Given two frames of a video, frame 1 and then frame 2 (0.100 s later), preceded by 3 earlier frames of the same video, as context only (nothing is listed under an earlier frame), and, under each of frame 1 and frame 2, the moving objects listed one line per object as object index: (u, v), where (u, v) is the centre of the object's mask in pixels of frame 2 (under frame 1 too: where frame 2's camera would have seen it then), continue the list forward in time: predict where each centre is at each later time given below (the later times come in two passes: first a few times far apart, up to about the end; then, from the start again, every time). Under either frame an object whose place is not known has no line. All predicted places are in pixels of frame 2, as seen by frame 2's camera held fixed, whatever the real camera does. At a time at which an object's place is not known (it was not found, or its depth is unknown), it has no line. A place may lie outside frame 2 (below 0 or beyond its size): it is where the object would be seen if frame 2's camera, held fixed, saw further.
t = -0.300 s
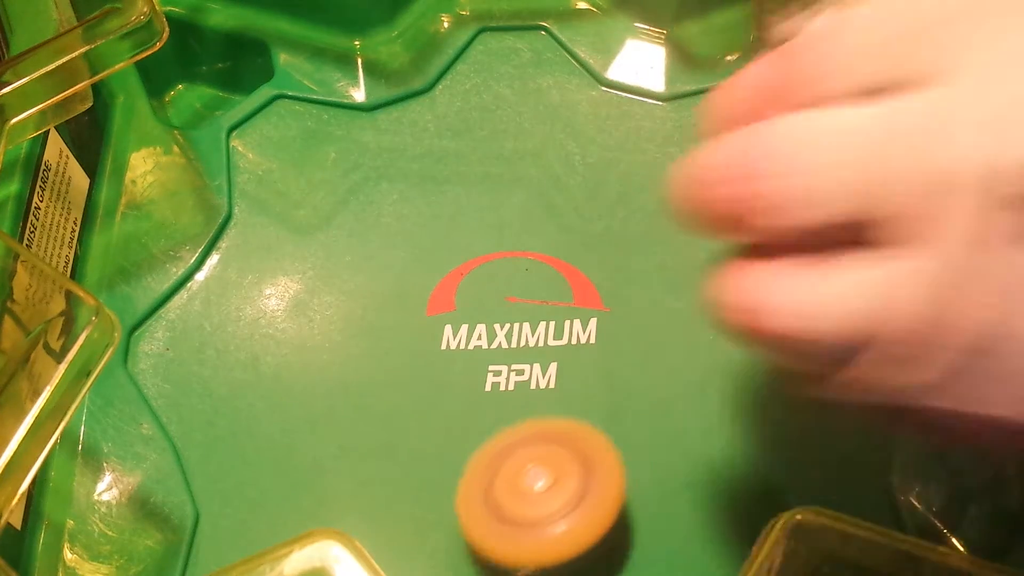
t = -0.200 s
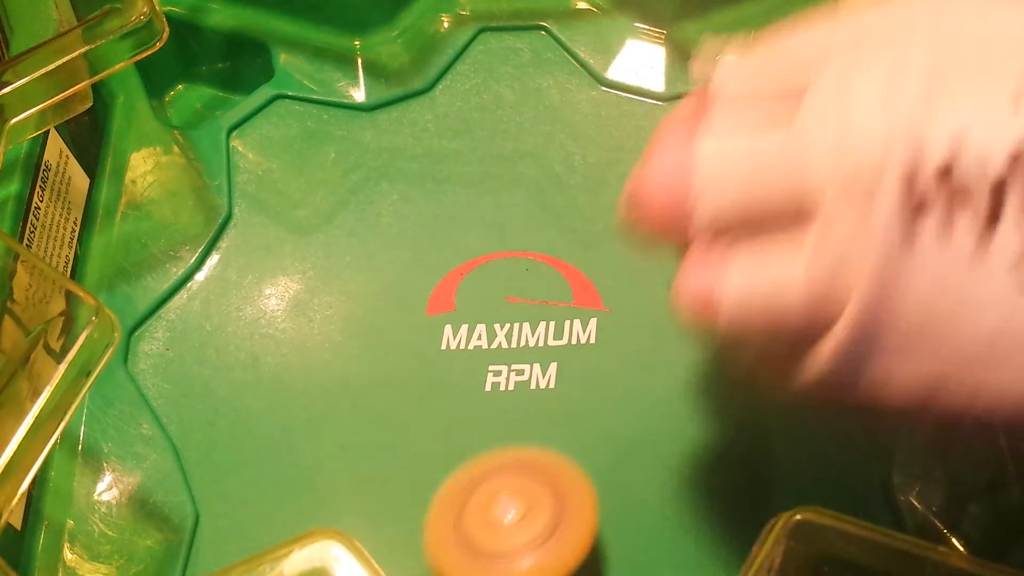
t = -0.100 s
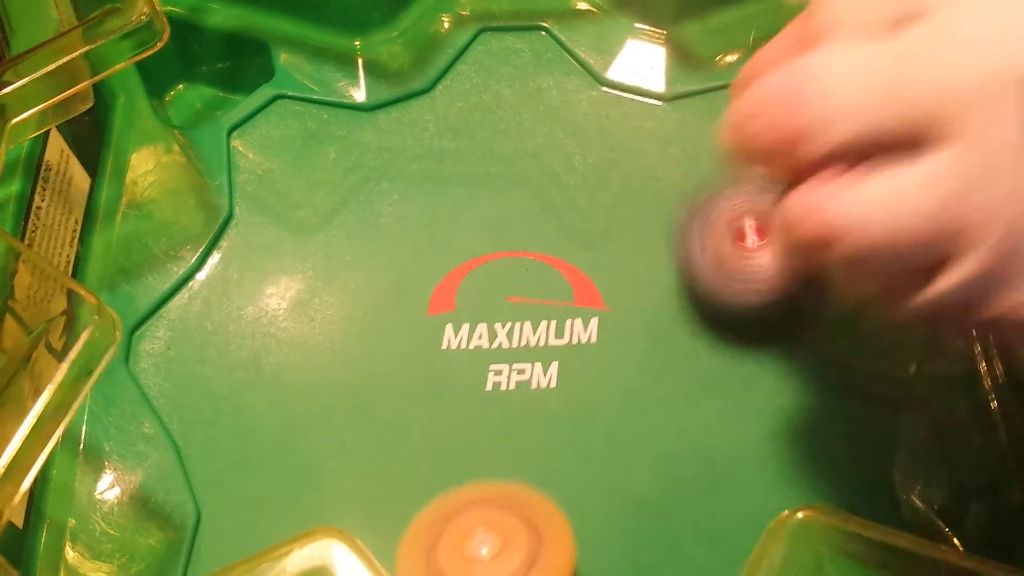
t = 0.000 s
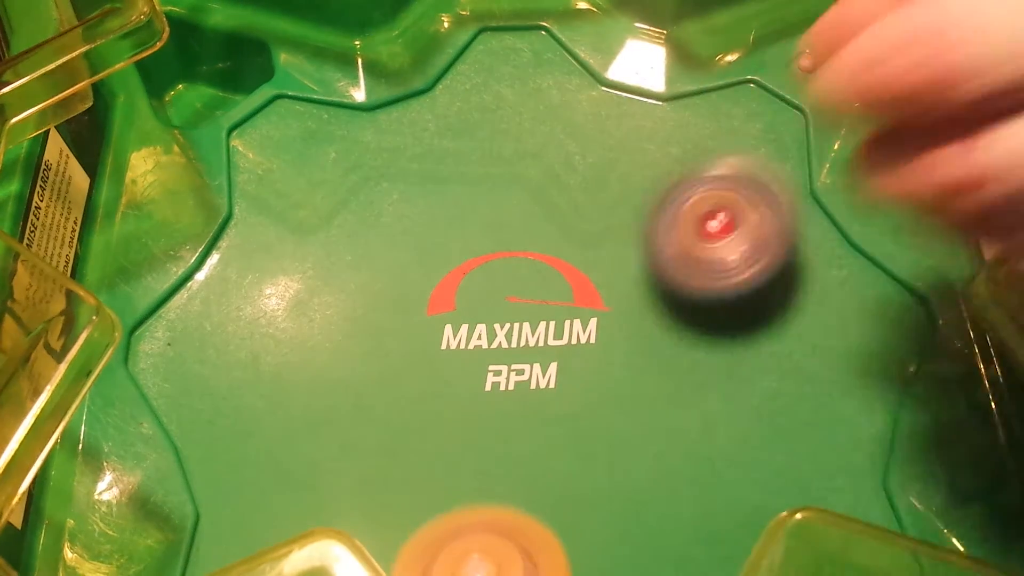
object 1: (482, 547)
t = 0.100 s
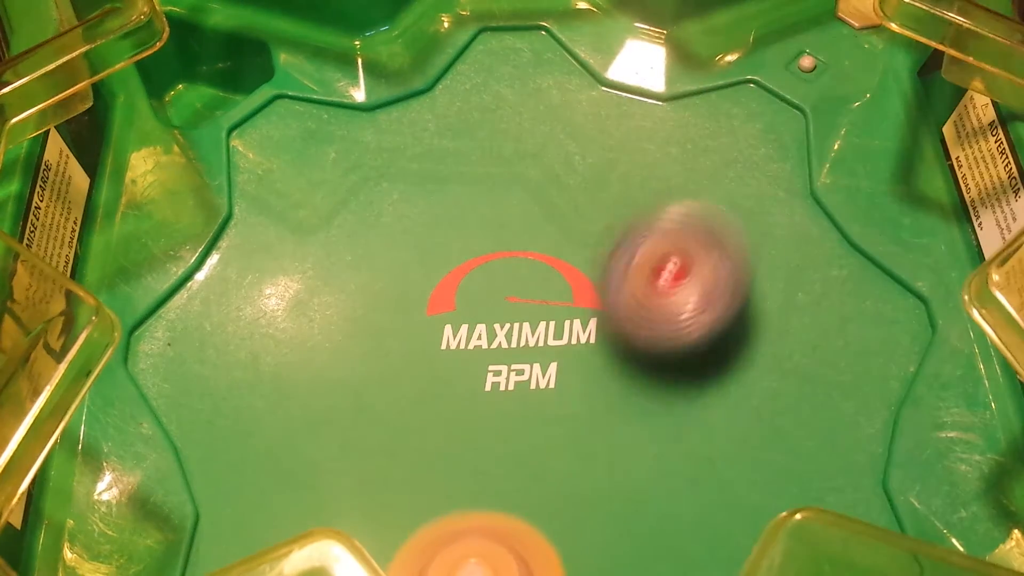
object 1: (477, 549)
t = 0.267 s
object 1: (461, 543)
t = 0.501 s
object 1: (405, 516)
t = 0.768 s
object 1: (337, 447)
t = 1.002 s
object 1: (288, 370)
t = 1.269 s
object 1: (293, 314)
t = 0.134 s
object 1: (474, 549)
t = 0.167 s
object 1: (472, 548)
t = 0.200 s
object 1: (469, 546)
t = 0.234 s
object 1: (466, 544)
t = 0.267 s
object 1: (461, 543)
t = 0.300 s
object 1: (455, 539)
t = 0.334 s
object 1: (448, 536)
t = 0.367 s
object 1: (441, 534)
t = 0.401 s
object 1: (433, 530)
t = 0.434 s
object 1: (425, 526)
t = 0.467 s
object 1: (415, 521)
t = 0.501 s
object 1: (405, 516)
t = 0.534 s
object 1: (397, 512)
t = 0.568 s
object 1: (389, 505)
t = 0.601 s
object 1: (380, 497)
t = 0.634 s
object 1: (370, 487)
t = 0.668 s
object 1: (360, 478)
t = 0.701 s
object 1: (352, 467)
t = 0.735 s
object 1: (344, 457)
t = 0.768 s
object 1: (337, 447)
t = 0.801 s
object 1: (329, 435)
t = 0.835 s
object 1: (321, 424)
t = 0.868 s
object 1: (313, 413)
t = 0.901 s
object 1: (305, 400)
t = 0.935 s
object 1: (299, 389)
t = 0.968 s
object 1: (293, 379)
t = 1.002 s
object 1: (288, 370)
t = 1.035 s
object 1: (284, 361)
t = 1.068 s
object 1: (282, 353)
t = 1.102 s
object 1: (280, 345)
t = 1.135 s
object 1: (281, 337)
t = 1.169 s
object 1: (282, 329)
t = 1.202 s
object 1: (284, 323)
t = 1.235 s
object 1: (287, 317)
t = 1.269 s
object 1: (293, 314)
